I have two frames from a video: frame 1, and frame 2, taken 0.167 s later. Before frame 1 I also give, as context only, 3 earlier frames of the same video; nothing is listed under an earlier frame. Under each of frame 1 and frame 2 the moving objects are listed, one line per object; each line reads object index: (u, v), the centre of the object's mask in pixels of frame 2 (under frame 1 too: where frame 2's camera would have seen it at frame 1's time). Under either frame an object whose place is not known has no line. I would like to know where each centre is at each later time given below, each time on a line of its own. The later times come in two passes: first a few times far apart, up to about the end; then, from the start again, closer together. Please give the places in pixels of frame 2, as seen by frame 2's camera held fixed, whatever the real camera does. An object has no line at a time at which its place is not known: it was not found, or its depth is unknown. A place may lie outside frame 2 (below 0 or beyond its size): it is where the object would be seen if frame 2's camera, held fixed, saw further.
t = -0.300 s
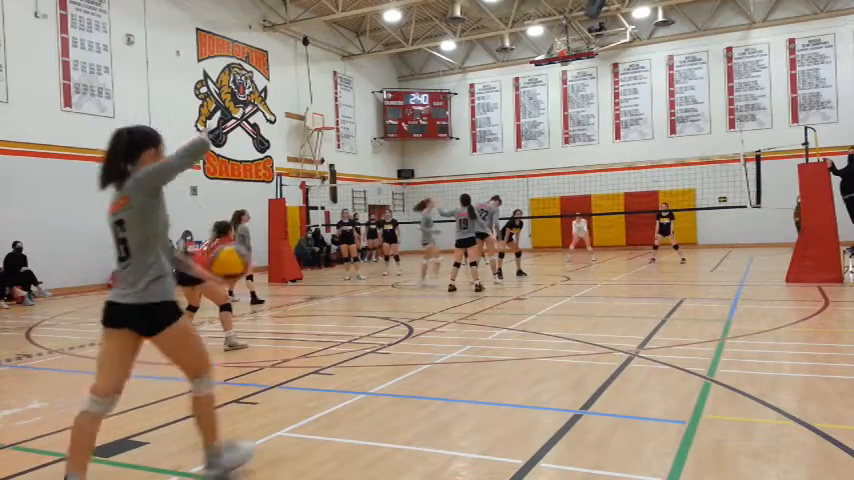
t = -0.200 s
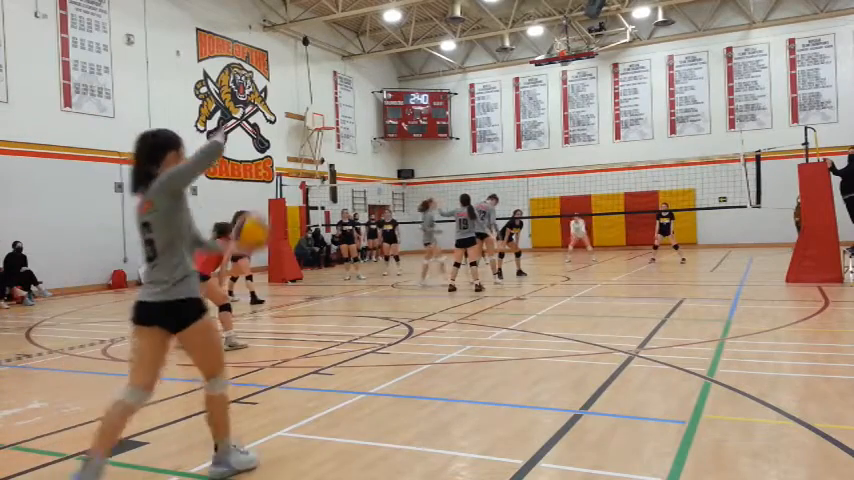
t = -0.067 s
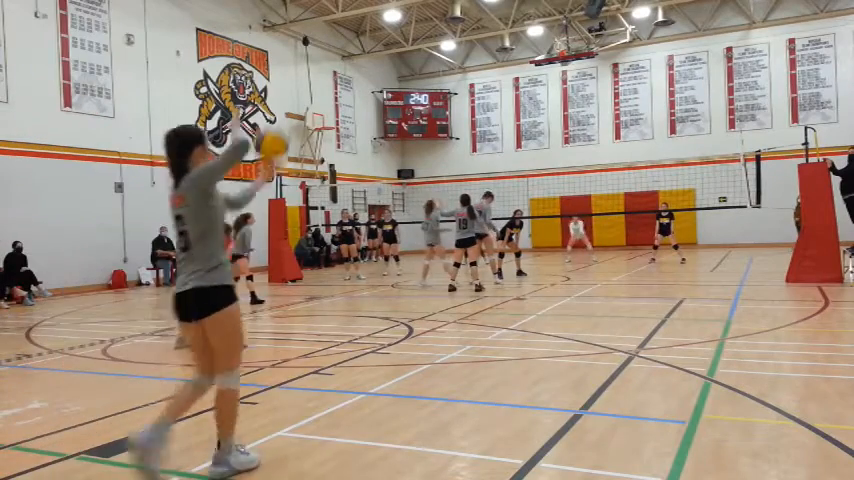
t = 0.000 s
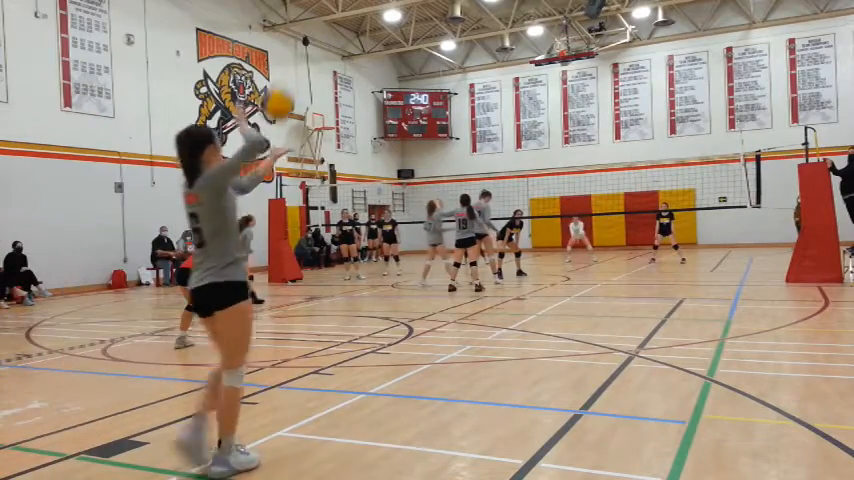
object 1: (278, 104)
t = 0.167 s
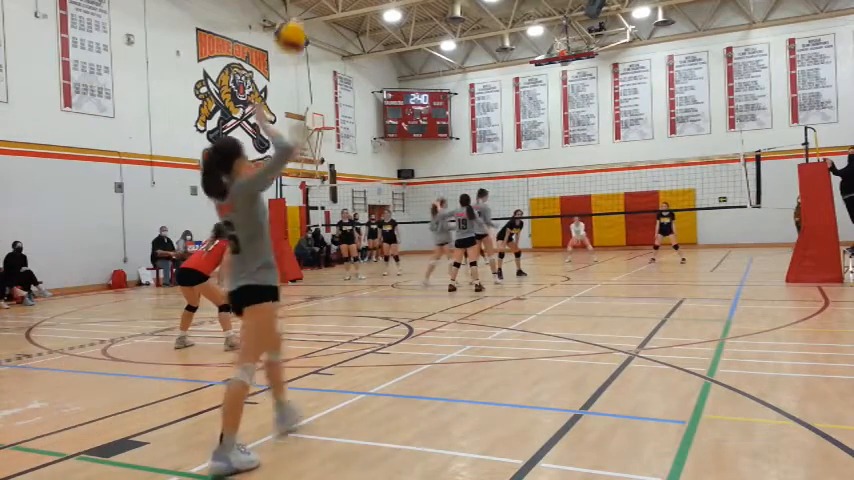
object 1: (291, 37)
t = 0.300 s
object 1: (303, 15)
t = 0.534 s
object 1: (324, 43)
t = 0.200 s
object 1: (293, 30)
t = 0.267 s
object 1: (300, 16)
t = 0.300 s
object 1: (303, 15)
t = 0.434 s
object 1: (315, 22)
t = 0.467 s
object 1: (318, 27)
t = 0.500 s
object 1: (320, 33)
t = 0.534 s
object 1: (324, 43)
